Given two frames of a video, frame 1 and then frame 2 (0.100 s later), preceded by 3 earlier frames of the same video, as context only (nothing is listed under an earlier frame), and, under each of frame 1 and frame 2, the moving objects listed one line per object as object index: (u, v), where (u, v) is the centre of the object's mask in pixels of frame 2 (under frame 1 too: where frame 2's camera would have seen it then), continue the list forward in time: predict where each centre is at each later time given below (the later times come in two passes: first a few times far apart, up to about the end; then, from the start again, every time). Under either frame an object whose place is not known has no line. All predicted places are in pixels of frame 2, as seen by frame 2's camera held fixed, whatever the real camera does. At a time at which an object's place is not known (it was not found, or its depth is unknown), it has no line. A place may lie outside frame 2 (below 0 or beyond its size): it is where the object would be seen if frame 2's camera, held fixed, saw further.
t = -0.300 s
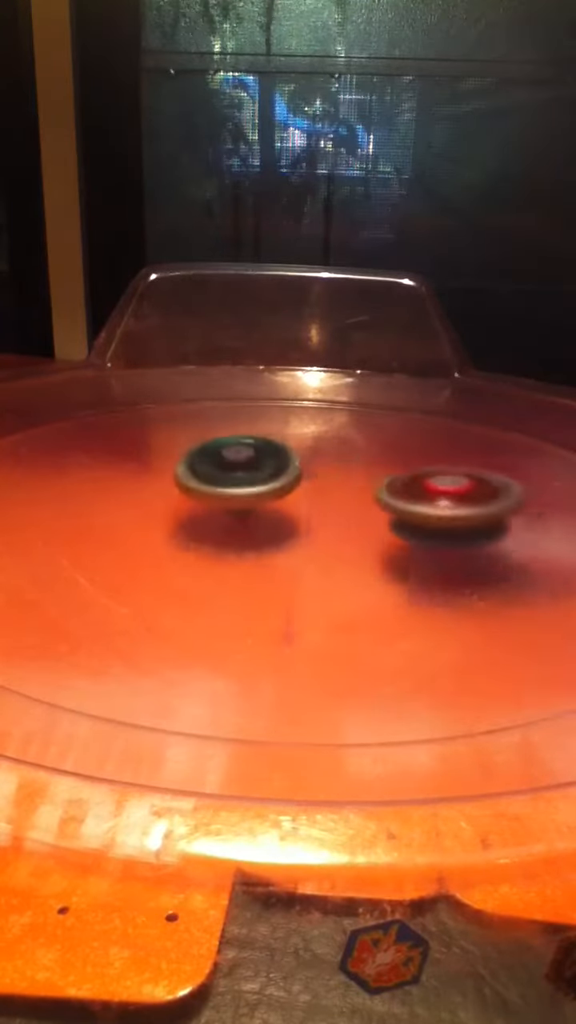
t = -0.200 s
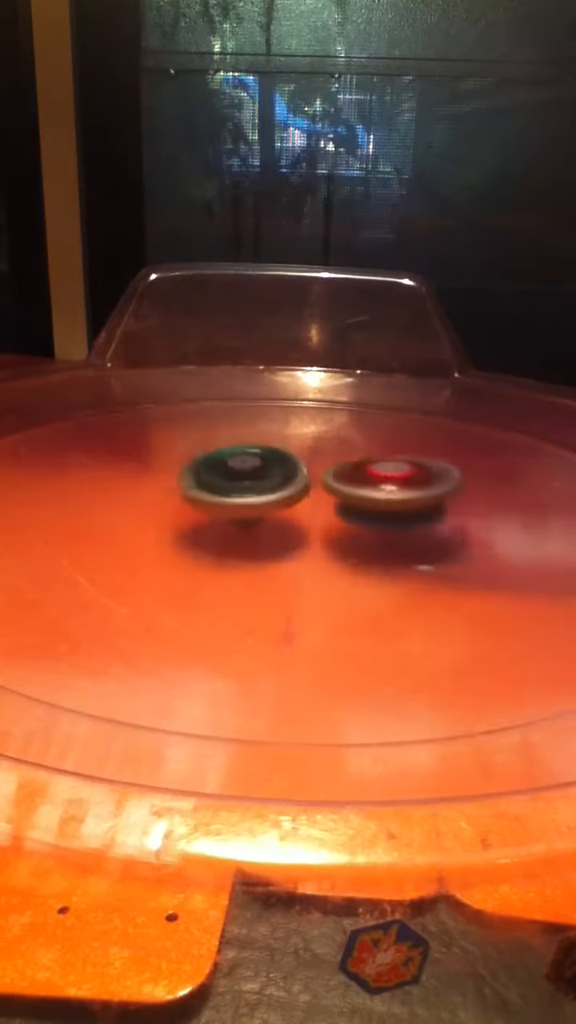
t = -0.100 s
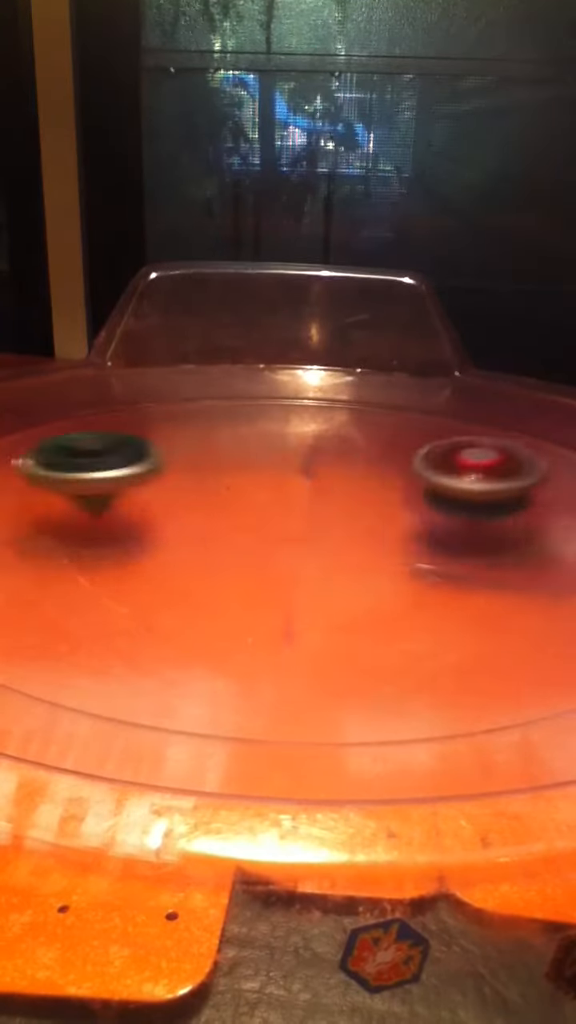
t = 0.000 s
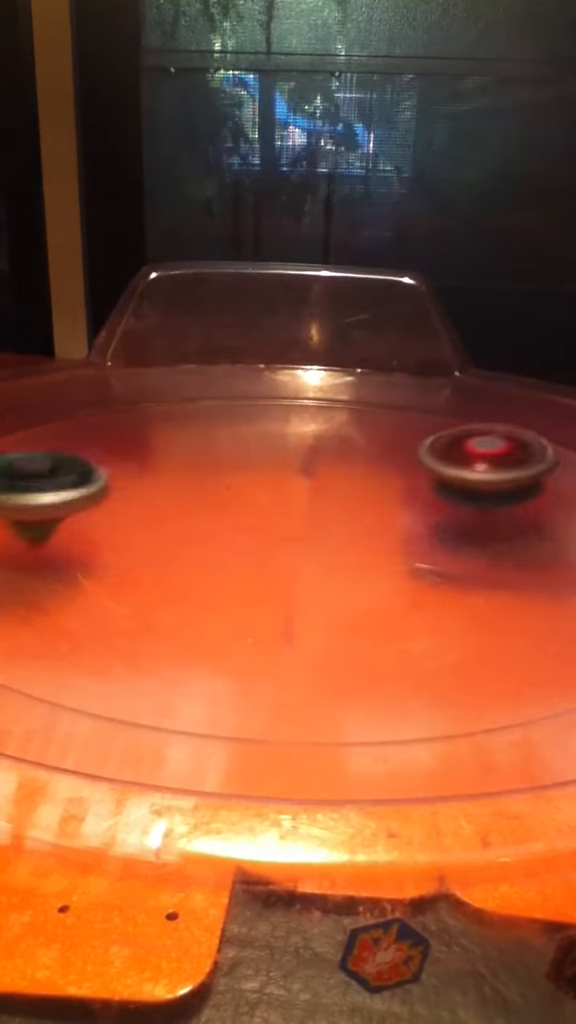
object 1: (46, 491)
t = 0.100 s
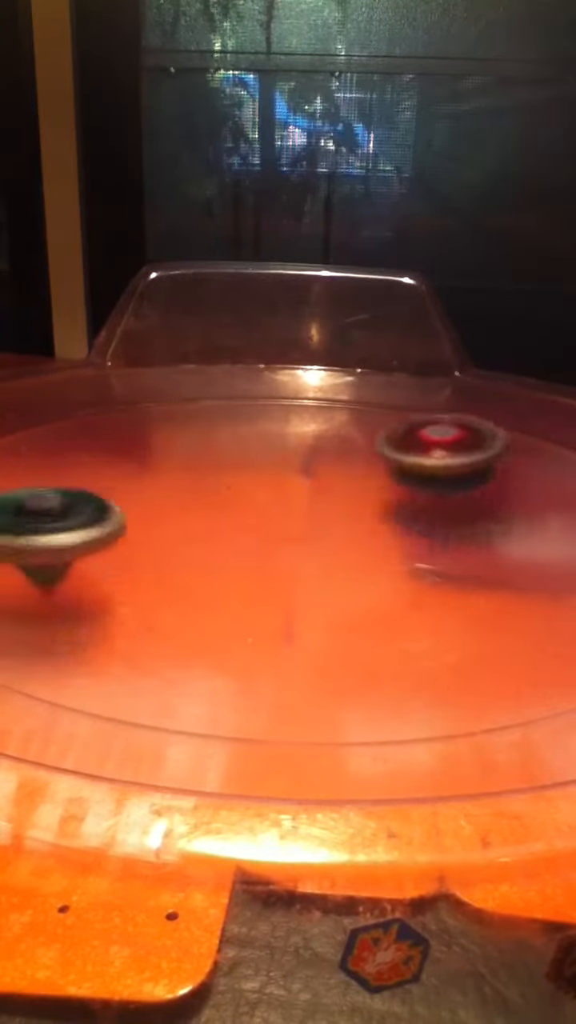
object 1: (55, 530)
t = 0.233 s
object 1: (109, 564)
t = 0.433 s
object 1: (213, 575)
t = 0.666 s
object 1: (275, 763)
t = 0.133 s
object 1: (64, 542)
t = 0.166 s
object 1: (74, 551)
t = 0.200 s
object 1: (90, 558)
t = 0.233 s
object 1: (109, 564)
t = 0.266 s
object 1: (127, 569)
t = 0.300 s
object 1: (145, 572)
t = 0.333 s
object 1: (163, 574)
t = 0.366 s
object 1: (181, 575)
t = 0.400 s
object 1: (197, 575)
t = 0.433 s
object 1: (213, 575)
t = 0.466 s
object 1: (226, 574)
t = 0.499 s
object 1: (238, 573)
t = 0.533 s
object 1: (238, 586)
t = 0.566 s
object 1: (222, 640)
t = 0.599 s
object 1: (220, 667)
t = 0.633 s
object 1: (235, 697)
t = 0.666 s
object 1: (275, 763)
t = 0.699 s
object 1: (339, 908)
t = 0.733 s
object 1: (416, 973)
